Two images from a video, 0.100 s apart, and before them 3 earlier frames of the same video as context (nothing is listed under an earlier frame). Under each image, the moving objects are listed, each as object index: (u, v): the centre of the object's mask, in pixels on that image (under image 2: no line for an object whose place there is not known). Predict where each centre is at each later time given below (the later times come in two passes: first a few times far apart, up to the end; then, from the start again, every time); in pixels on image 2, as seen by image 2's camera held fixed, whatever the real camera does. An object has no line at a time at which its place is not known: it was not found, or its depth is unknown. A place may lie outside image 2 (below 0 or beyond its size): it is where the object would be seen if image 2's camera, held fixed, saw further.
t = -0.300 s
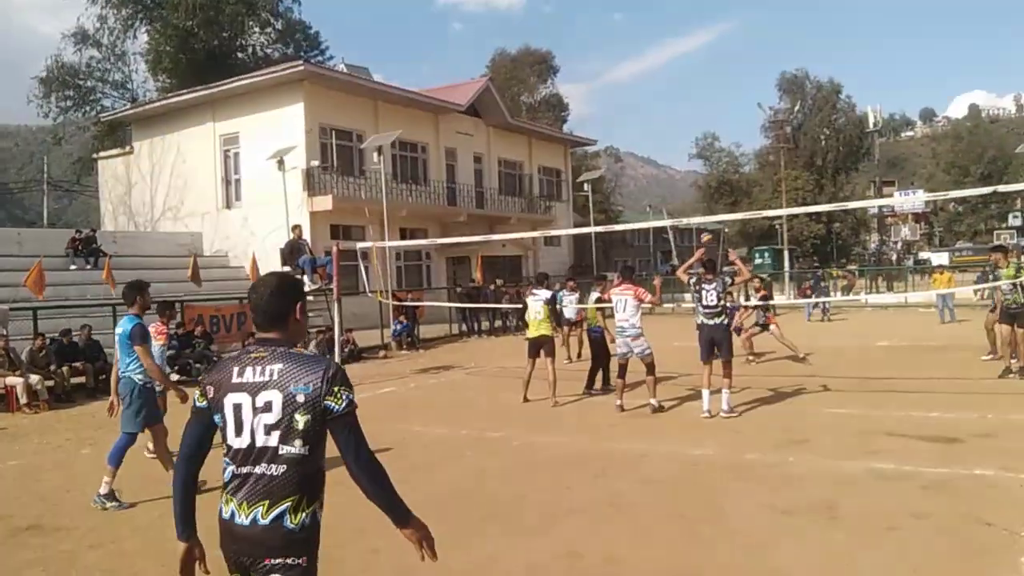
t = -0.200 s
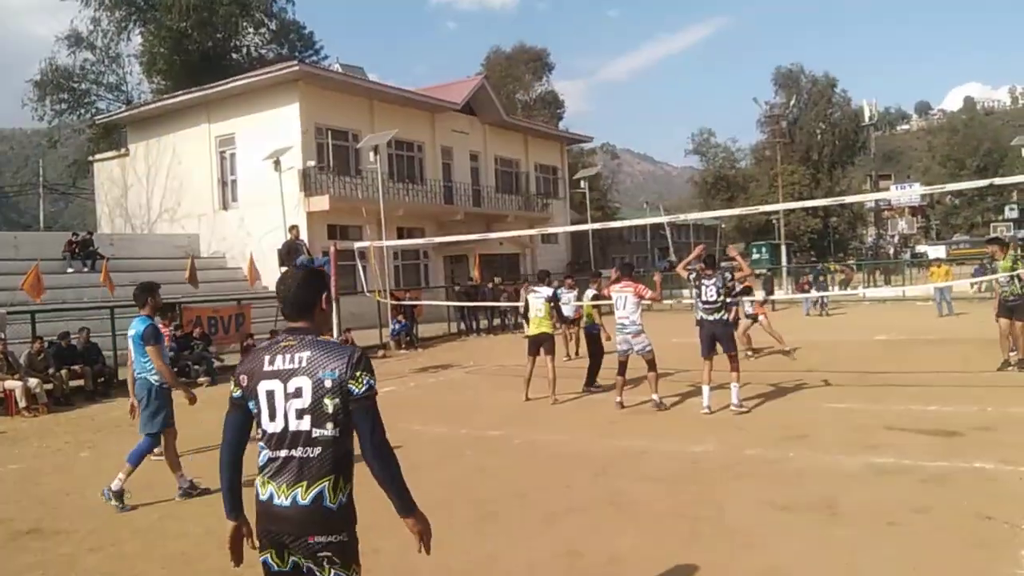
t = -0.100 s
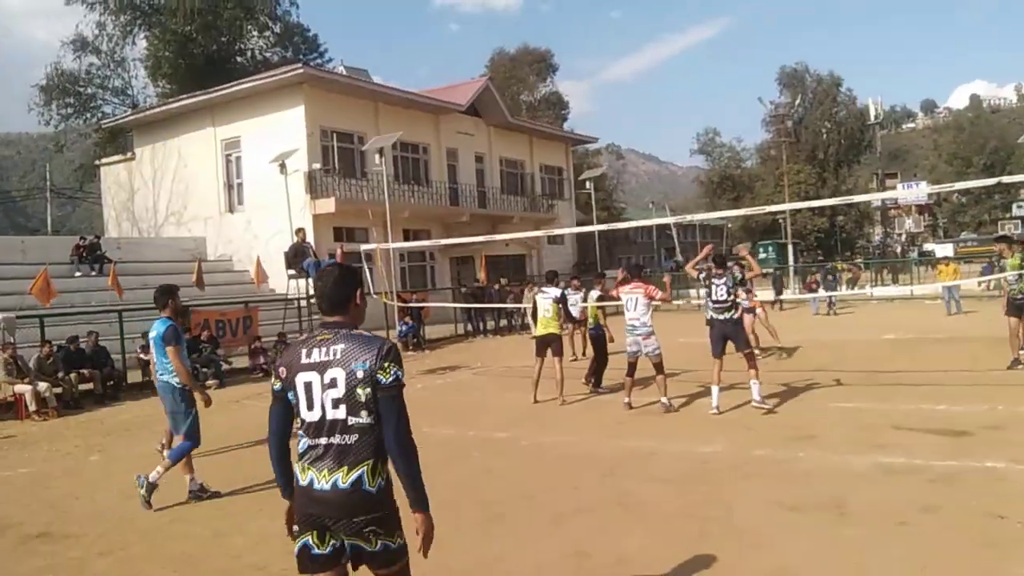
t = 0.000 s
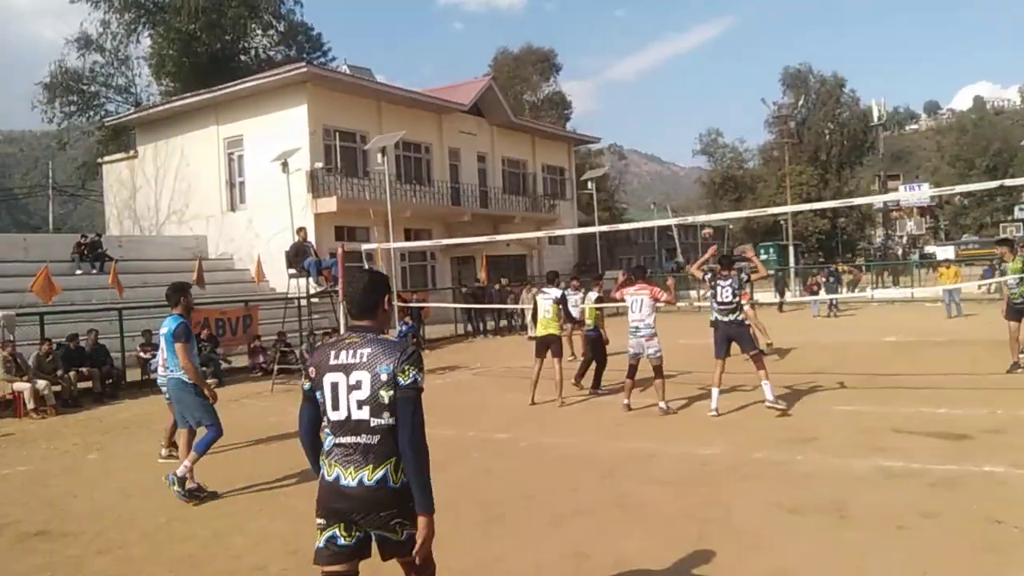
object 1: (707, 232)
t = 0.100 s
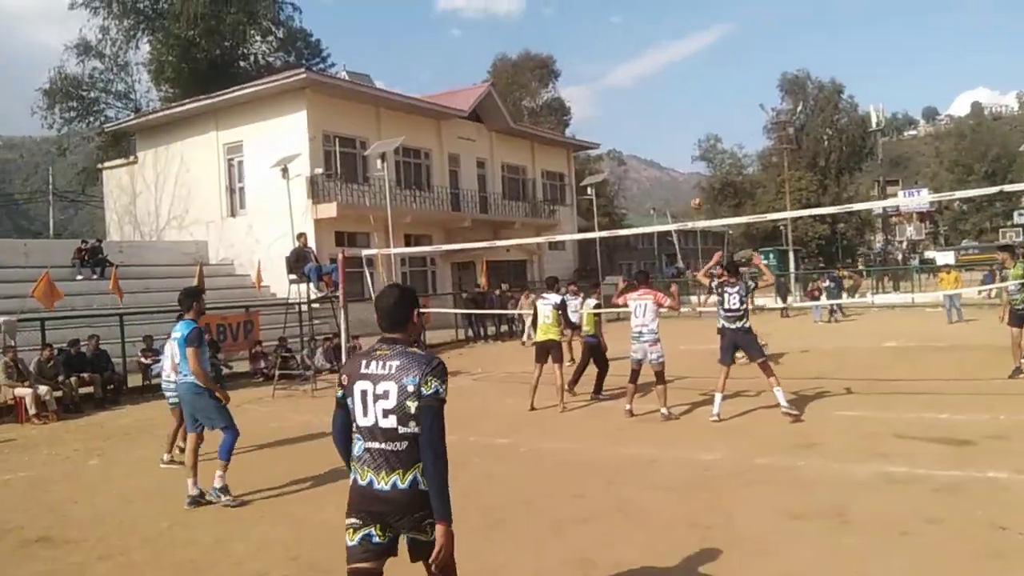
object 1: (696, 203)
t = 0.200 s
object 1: (687, 173)
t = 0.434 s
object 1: (664, 121)
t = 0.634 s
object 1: (644, 100)
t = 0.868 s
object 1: (622, 103)
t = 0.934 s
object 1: (616, 111)
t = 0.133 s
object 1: (693, 193)
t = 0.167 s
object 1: (690, 183)
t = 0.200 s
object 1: (687, 173)
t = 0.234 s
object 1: (684, 164)
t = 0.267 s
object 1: (680, 155)
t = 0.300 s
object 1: (677, 148)
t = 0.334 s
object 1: (674, 141)
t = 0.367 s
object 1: (671, 134)
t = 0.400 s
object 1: (667, 127)
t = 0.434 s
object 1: (664, 121)
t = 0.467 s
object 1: (661, 115)
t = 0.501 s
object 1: (657, 111)
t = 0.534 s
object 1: (654, 107)
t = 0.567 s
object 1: (650, 104)
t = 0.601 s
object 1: (647, 102)
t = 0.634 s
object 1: (644, 100)
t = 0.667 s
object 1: (641, 98)
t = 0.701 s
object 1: (638, 97)
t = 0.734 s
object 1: (634, 97)
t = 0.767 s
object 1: (631, 98)
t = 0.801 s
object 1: (627, 99)
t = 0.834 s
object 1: (624, 100)
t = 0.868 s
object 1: (622, 103)
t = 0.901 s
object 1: (619, 107)
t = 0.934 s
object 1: (616, 111)
